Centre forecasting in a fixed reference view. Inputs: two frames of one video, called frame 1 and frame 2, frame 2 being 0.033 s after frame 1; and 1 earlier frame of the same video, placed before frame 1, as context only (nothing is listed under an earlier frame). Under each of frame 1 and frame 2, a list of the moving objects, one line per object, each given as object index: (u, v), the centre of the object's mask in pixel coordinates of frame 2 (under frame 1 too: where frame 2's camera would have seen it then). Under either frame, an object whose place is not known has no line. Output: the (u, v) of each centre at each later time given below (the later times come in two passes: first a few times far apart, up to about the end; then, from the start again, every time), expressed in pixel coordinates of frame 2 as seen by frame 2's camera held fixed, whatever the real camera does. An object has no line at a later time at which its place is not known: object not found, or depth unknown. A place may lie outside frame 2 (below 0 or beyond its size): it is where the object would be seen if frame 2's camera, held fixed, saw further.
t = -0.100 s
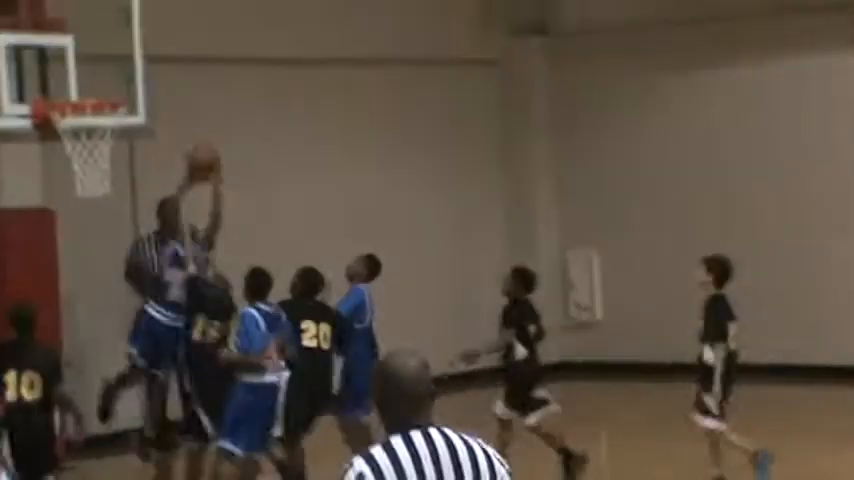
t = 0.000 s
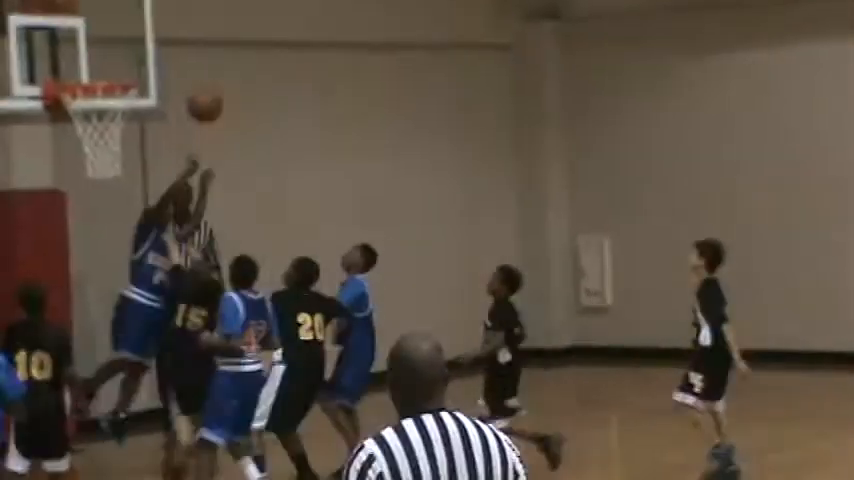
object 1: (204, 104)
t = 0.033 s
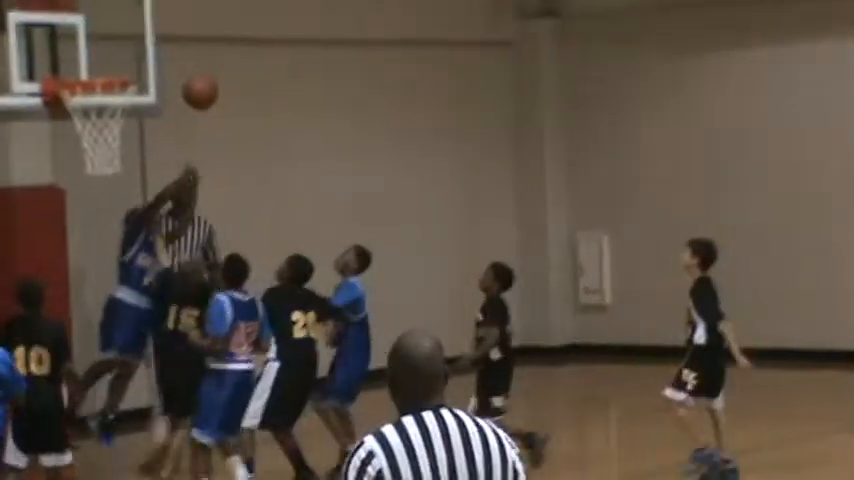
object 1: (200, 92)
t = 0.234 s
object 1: (182, 69)
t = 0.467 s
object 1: (159, 116)
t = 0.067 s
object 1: (196, 83)
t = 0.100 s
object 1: (193, 78)
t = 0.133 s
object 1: (191, 74)
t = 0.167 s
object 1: (188, 69)
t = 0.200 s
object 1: (184, 68)
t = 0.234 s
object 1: (182, 69)
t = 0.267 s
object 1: (178, 70)
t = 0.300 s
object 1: (175, 73)
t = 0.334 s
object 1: (172, 78)
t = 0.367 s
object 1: (168, 84)
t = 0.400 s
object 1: (166, 92)
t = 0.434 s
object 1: (163, 103)
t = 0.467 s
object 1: (159, 116)
